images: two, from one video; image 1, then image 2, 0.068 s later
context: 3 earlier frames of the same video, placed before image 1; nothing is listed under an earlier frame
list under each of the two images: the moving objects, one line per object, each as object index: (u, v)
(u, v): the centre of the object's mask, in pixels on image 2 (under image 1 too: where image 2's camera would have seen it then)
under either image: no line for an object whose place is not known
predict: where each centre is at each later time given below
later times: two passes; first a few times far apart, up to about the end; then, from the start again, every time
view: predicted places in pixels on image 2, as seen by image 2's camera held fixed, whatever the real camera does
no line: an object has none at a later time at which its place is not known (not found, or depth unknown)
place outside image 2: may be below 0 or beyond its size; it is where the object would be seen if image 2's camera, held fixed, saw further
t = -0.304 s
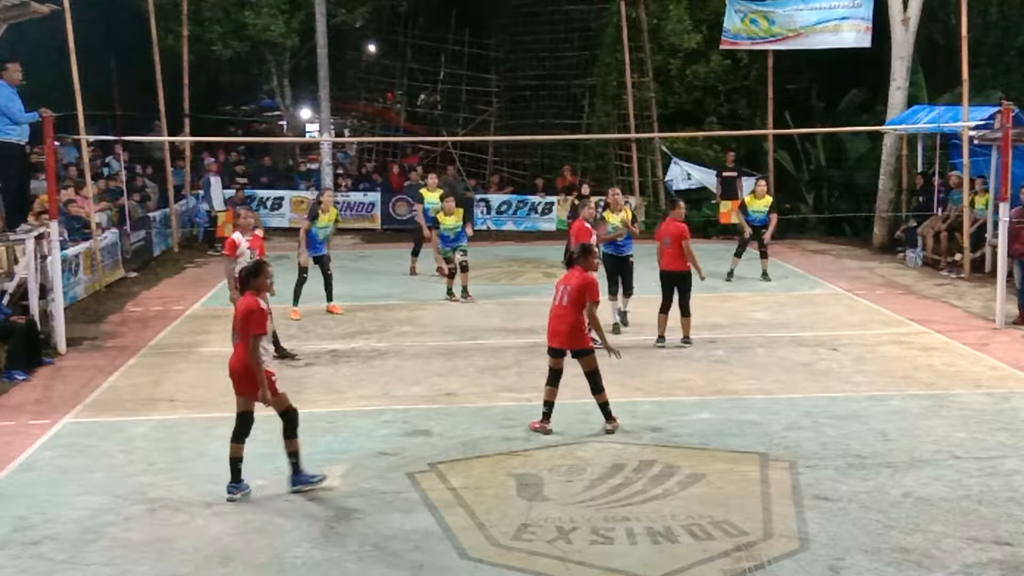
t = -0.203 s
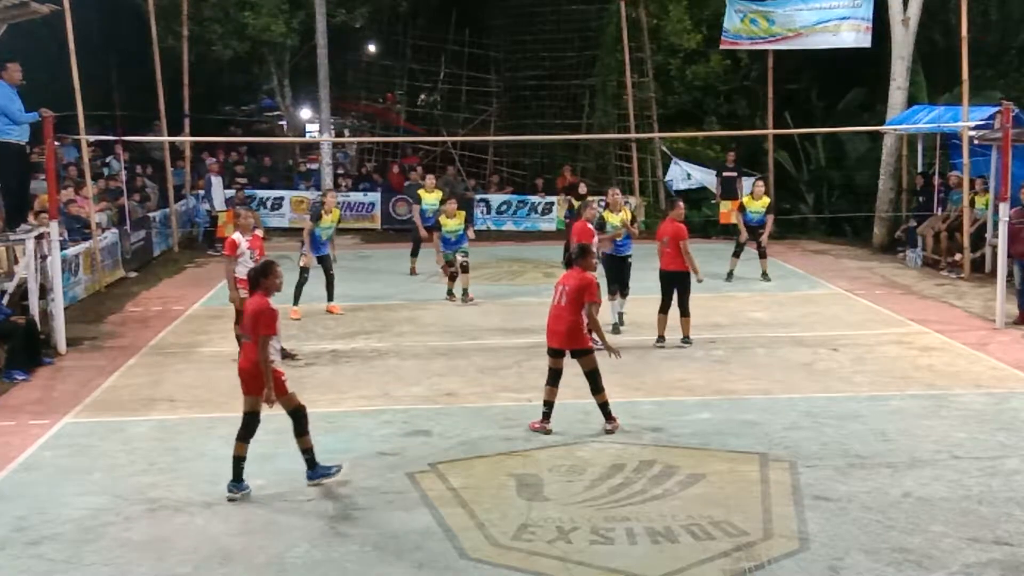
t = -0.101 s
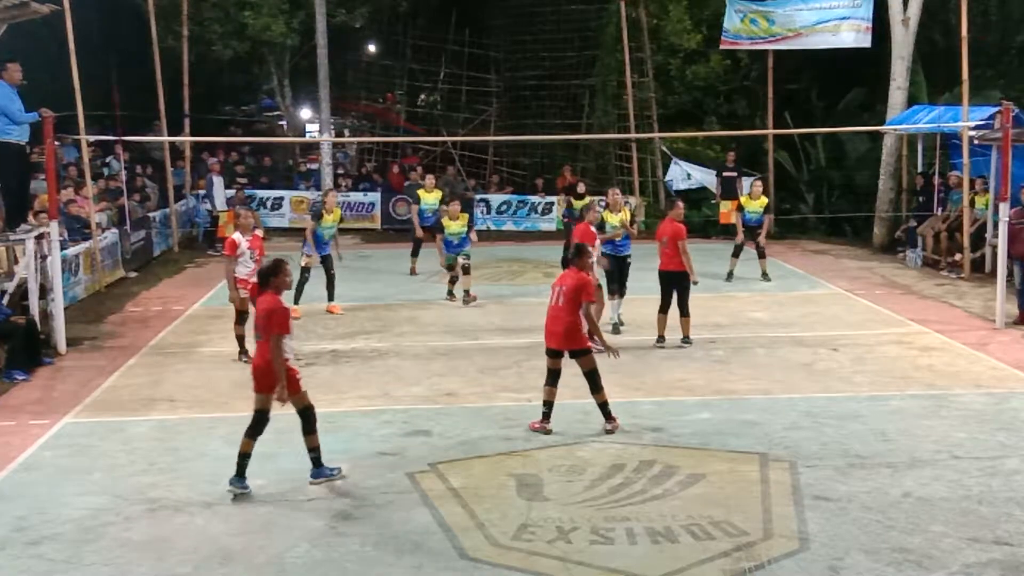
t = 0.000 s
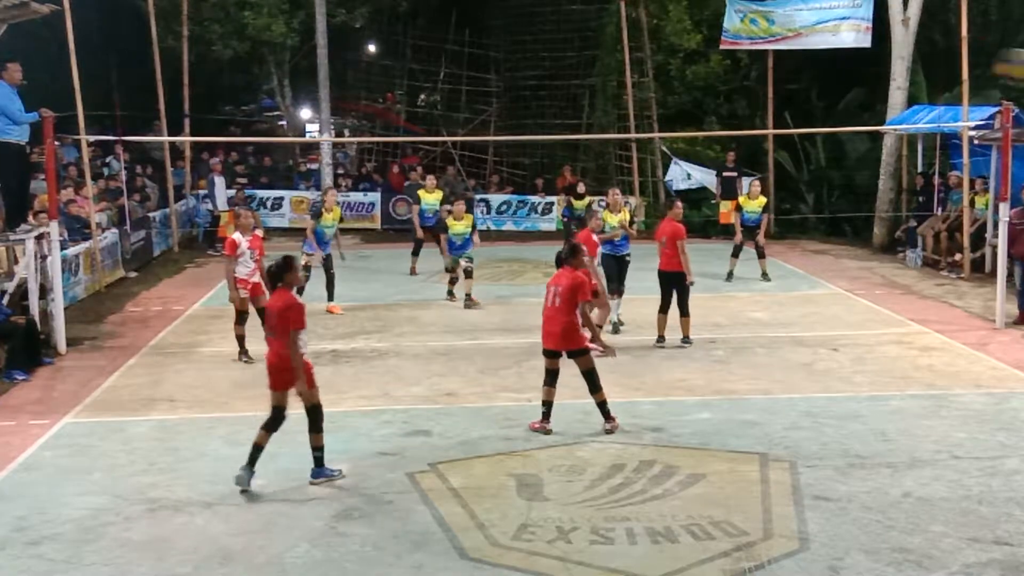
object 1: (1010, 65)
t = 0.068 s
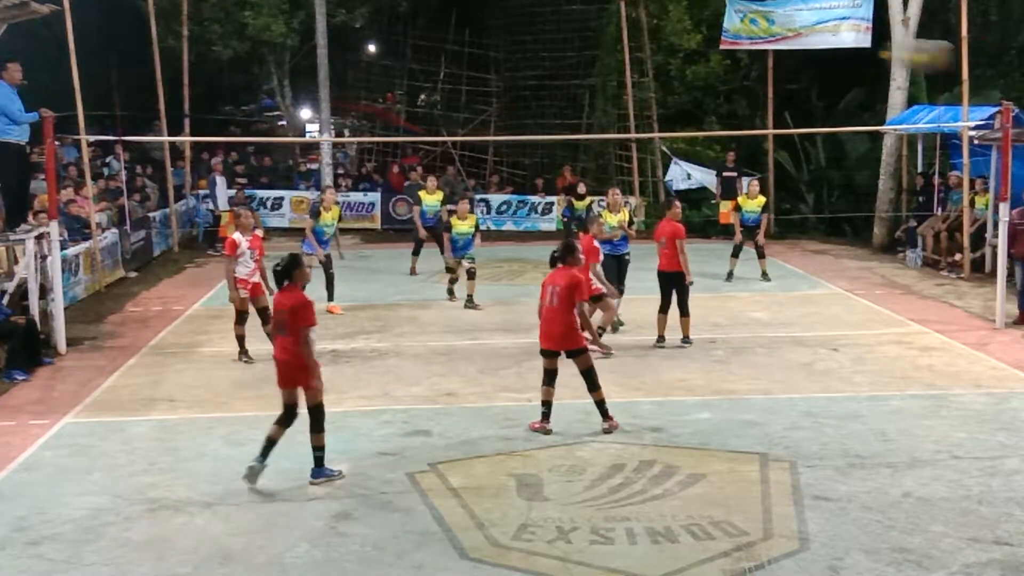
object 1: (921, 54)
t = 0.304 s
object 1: (657, 62)
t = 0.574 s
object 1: (506, 112)
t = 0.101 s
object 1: (866, 54)
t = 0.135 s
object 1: (821, 56)
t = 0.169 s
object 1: (778, 56)
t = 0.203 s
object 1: (742, 56)
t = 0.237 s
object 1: (711, 56)
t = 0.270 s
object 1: (683, 58)
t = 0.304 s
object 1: (657, 62)
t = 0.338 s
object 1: (633, 67)
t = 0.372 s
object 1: (609, 72)
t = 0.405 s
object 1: (589, 78)
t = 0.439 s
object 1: (570, 85)
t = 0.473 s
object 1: (553, 91)
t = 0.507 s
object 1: (536, 98)
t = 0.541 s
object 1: (520, 105)
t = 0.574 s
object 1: (506, 112)
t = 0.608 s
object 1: (492, 120)
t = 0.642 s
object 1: (479, 127)
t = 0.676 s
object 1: (466, 136)
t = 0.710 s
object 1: (454, 146)
